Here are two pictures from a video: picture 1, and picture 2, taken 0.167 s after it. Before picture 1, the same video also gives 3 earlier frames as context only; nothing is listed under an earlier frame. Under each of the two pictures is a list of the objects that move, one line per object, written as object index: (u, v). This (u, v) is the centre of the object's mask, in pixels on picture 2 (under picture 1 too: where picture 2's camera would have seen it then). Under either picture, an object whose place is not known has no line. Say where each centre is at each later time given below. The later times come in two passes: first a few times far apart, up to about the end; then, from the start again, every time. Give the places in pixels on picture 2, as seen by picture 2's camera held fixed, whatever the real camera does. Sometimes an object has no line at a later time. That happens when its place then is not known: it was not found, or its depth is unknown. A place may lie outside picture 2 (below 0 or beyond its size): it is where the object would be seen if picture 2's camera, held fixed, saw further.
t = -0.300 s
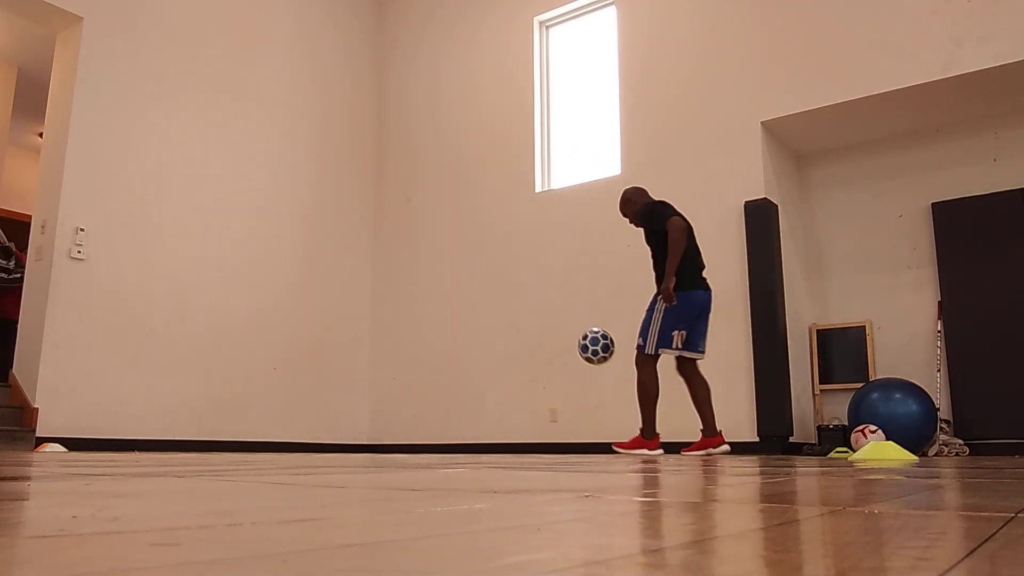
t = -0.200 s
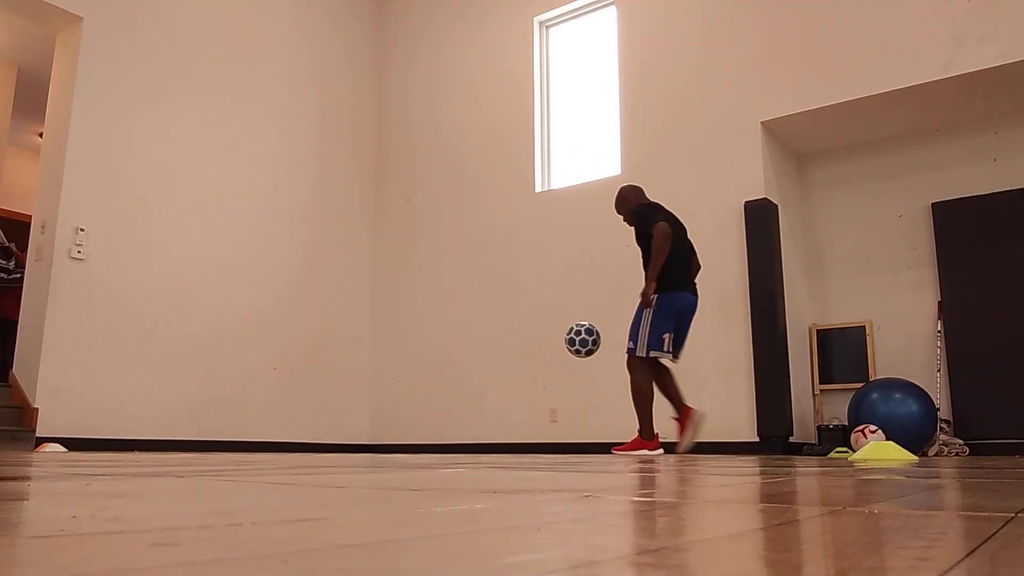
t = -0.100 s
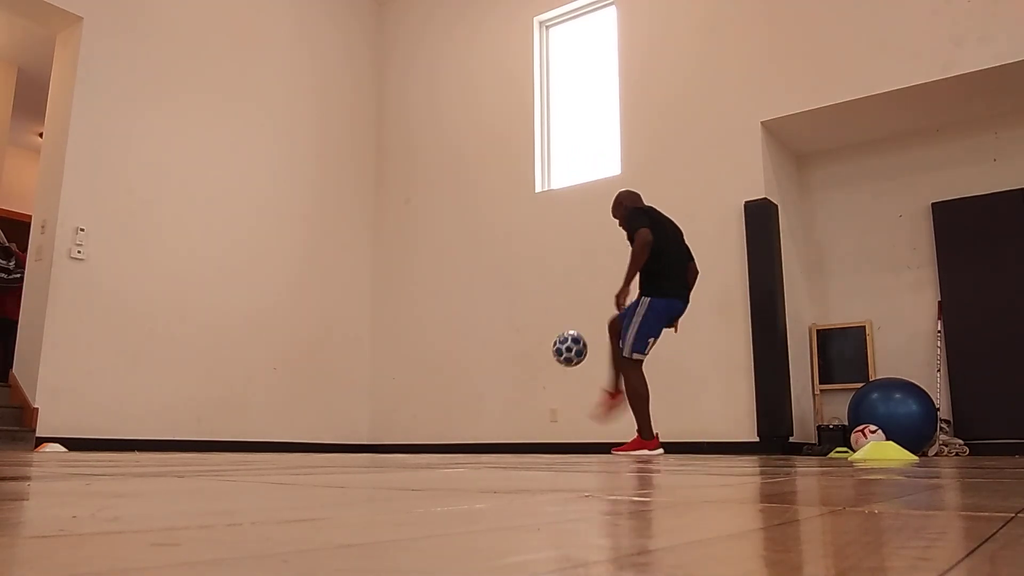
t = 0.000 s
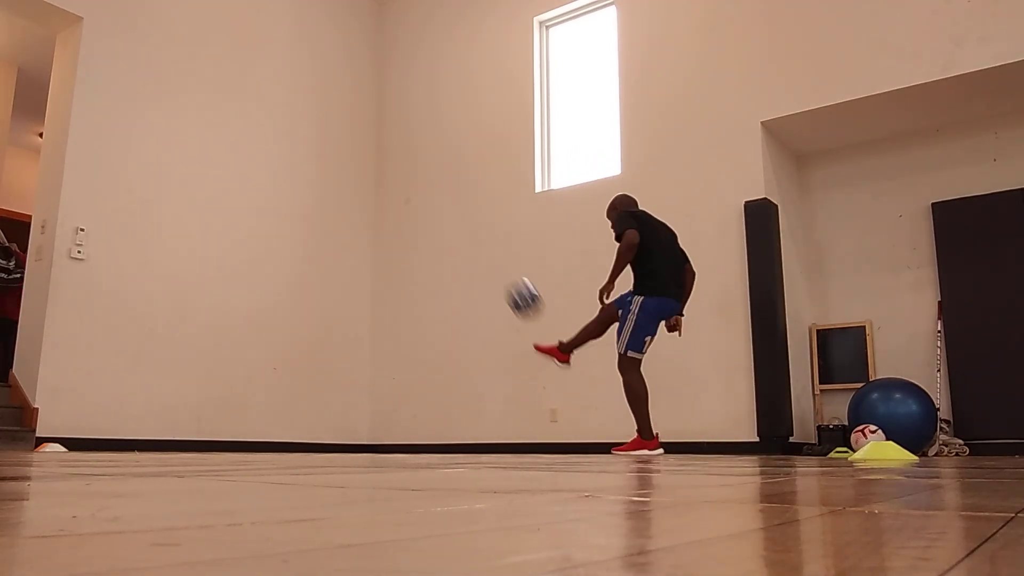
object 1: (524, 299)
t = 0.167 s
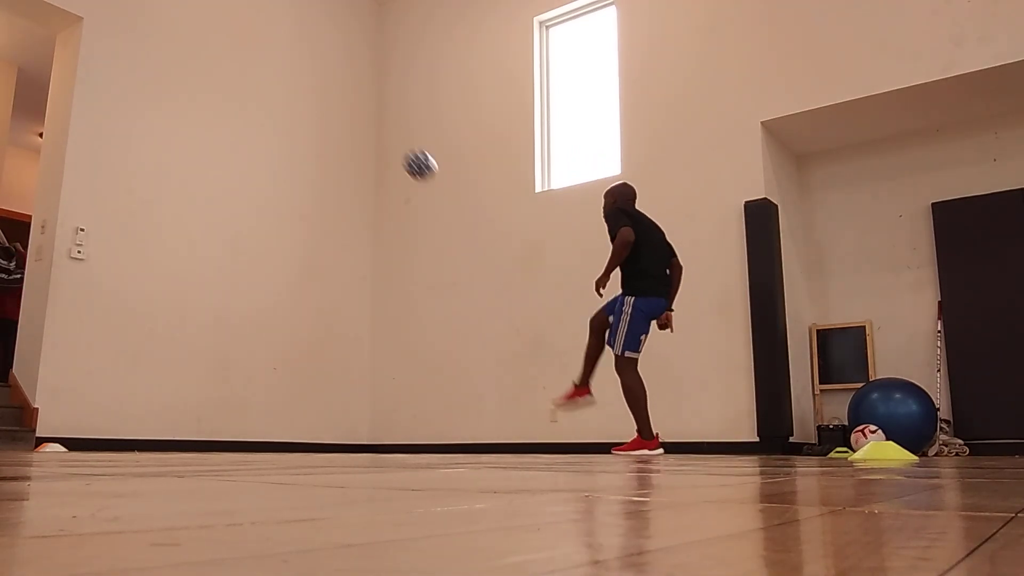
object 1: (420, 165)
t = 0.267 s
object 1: (367, 113)
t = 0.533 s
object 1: (257, 49)
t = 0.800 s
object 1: (292, 12)
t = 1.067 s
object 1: (376, 27)
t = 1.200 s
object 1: (427, 70)
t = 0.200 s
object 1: (401, 145)
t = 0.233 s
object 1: (384, 128)
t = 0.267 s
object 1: (367, 113)
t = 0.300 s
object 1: (352, 99)
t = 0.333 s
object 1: (337, 88)
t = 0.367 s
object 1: (322, 78)
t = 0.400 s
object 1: (308, 70)
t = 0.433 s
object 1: (295, 62)
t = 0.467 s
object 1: (281, 56)
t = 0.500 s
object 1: (269, 52)
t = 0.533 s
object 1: (257, 49)
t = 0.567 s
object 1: (245, 48)
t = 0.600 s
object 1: (236, 46)
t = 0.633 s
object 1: (246, 37)
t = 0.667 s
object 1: (255, 30)
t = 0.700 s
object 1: (264, 24)
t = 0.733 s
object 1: (273, 19)
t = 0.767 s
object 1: (282, 15)
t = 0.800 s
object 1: (292, 12)
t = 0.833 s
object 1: (302, 10)
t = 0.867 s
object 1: (312, 10)
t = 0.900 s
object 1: (322, 10)
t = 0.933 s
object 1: (332, 11)
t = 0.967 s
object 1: (343, 12)
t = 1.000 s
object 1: (353, 15)
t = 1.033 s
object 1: (365, 21)
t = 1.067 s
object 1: (376, 27)
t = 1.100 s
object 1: (389, 36)
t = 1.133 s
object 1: (401, 45)
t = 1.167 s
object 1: (414, 57)
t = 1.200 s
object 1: (427, 70)
